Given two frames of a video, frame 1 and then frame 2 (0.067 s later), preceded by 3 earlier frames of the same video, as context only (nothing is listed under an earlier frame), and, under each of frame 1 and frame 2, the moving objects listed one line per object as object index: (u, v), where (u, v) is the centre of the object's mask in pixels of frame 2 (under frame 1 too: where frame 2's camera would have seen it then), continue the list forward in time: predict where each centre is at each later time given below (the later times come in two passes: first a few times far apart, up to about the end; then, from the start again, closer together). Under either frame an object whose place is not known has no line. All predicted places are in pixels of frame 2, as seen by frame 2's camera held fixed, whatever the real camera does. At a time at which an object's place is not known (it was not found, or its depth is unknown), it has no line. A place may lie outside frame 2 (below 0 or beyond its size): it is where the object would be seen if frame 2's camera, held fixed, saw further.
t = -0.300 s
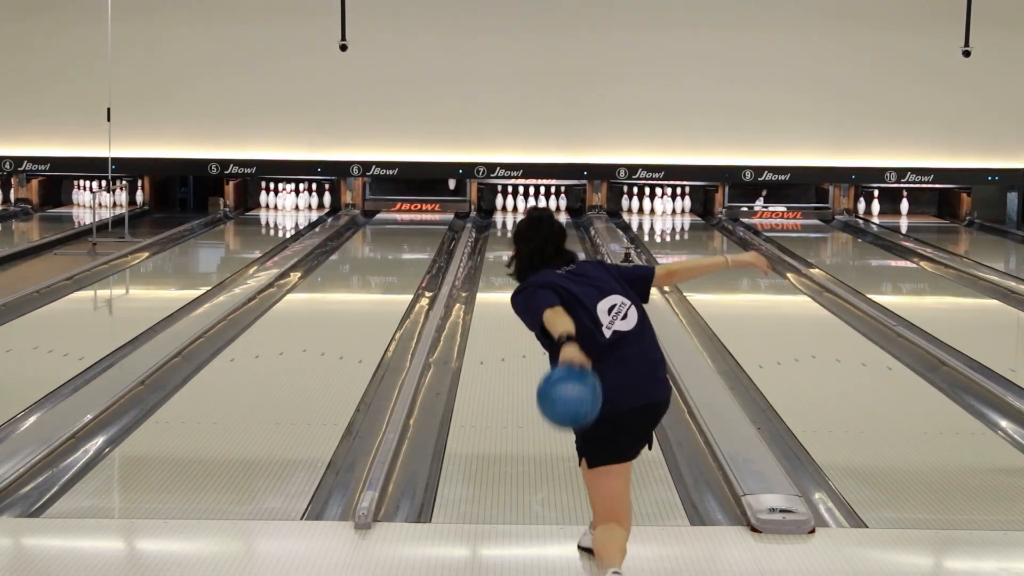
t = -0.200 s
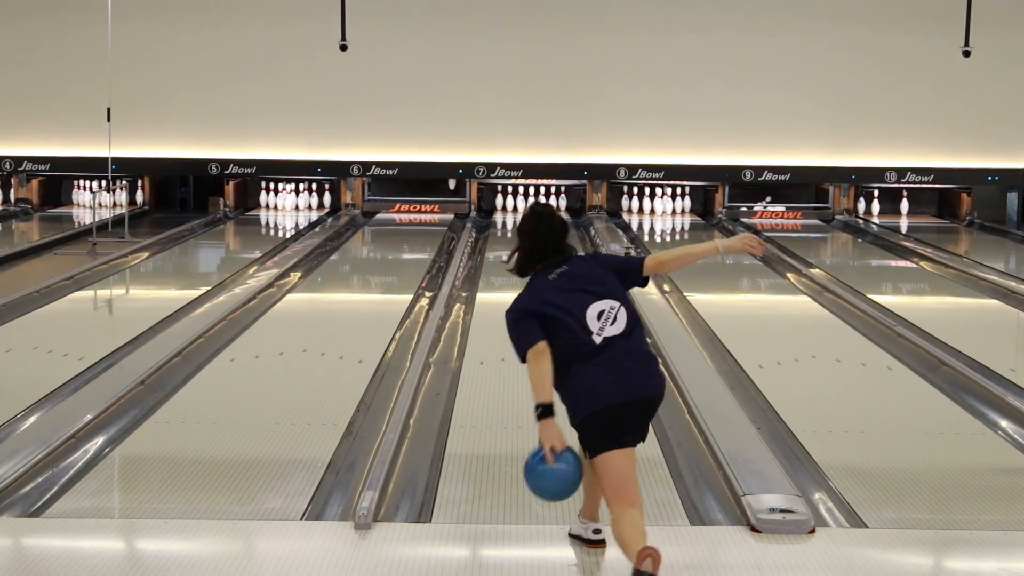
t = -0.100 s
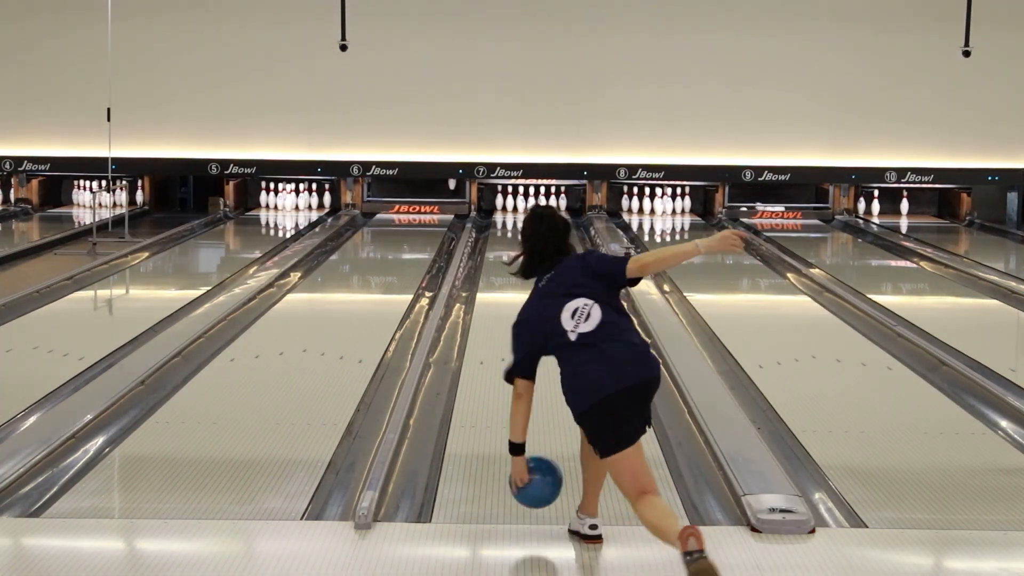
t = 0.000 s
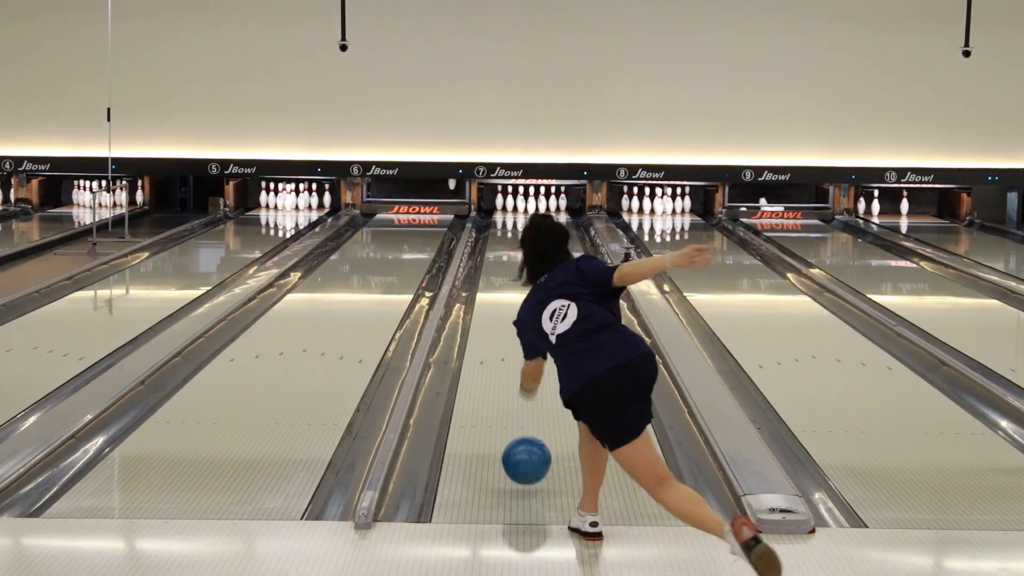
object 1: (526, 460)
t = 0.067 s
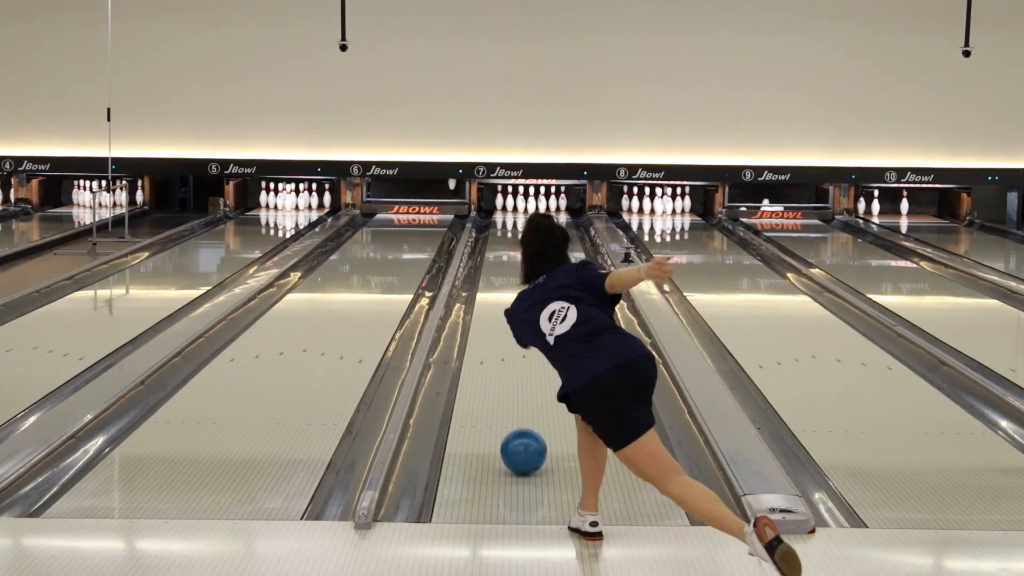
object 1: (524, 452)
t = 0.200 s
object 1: (519, 416)
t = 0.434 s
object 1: (514, 368)
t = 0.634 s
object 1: (503, 338)
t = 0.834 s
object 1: (504, 315)
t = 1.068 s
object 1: (508, 291)
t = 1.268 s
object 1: (508, 275)
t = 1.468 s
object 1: (508, 261)
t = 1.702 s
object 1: (508, 249)
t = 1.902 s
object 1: (507, 240)
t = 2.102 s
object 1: (509, 230)
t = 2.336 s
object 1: (514, 221)
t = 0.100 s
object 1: (522, 442)
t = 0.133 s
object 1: (521, 433)
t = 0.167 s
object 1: (520, 424)
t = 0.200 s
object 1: (519, 416)
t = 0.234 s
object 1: (518, 408)
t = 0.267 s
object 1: (517, 400)
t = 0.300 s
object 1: (517, 393)
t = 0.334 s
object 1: (516, 386)
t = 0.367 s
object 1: (515, 380)
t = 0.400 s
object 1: (514, 374)
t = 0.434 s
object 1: (514, 368)
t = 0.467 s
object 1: (513, 362)
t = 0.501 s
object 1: (513, 356)
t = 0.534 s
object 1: (512, 351)
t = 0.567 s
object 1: (512, 348)
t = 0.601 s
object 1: (502, 338)
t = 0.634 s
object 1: (503, 338)
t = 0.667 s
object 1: (503, 335)
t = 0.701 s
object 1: (503, 331)
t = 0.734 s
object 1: (502, 326)
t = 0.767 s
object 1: (501, 322)
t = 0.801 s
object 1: (501, 318)
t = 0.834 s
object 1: (504, 315)
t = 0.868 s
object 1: (508, 310)
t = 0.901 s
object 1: (509, 306)
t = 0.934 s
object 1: (509, 303)
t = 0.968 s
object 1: (509, 300)
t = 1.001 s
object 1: (509, 296)
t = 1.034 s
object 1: (508, 294)
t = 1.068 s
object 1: (508, 291)
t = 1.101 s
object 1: (508, 288)
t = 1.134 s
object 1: (508, 285)
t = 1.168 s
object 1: (508, 282)
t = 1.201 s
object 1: (508, 280)
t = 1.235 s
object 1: (508, 278)
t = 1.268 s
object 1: (508, 275)
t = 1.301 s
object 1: (508, 273)
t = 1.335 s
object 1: (508, 270)
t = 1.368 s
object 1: (508, 268)
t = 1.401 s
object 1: (508, 266)
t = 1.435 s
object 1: (508, 264)
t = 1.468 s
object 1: (508, 261)
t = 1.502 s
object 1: (508, 259)
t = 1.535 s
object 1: (507, 257)
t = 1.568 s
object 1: (505, 255)
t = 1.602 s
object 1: (503, 251)
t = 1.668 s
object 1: (508, 253)
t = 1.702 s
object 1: (508, 249)
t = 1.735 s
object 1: (508, 247)
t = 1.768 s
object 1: (509, 245)
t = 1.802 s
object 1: (509, 244)
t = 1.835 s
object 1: (509, 243)
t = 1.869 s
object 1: (508, 242)
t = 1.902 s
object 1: (507, 240)
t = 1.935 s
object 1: (507, 239)
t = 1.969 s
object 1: (506, 236)
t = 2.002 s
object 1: (506, 234)
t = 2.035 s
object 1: (507, 232)
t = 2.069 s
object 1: (508, 231)
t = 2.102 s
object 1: (509, 230)
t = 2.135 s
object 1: (509, 227)
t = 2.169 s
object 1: (512, 226)
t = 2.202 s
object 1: (512, 225)
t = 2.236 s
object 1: (512, 224)
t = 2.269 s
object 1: (513, 223)
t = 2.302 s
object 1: (513, 222)
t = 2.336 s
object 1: (514, 221)
